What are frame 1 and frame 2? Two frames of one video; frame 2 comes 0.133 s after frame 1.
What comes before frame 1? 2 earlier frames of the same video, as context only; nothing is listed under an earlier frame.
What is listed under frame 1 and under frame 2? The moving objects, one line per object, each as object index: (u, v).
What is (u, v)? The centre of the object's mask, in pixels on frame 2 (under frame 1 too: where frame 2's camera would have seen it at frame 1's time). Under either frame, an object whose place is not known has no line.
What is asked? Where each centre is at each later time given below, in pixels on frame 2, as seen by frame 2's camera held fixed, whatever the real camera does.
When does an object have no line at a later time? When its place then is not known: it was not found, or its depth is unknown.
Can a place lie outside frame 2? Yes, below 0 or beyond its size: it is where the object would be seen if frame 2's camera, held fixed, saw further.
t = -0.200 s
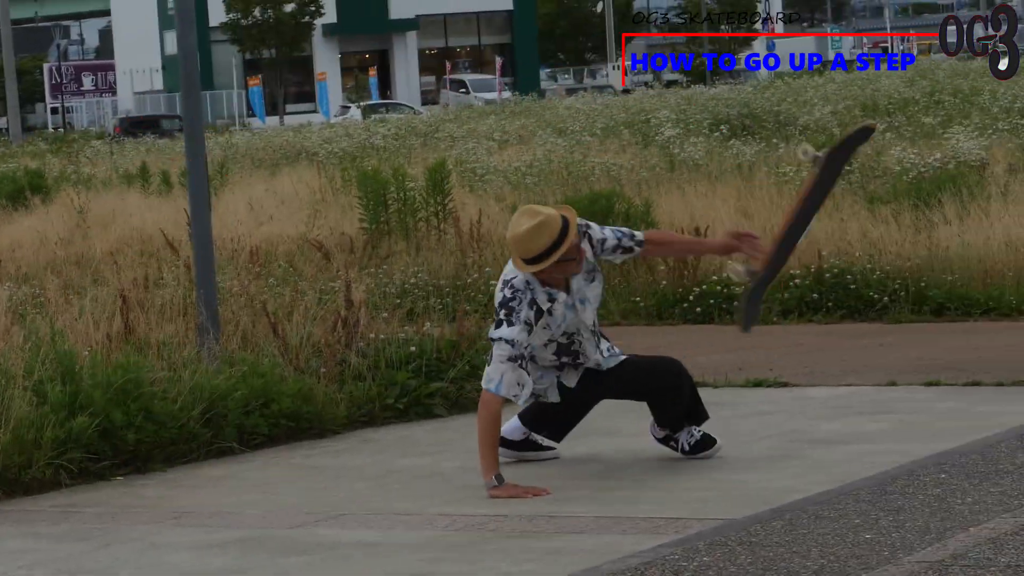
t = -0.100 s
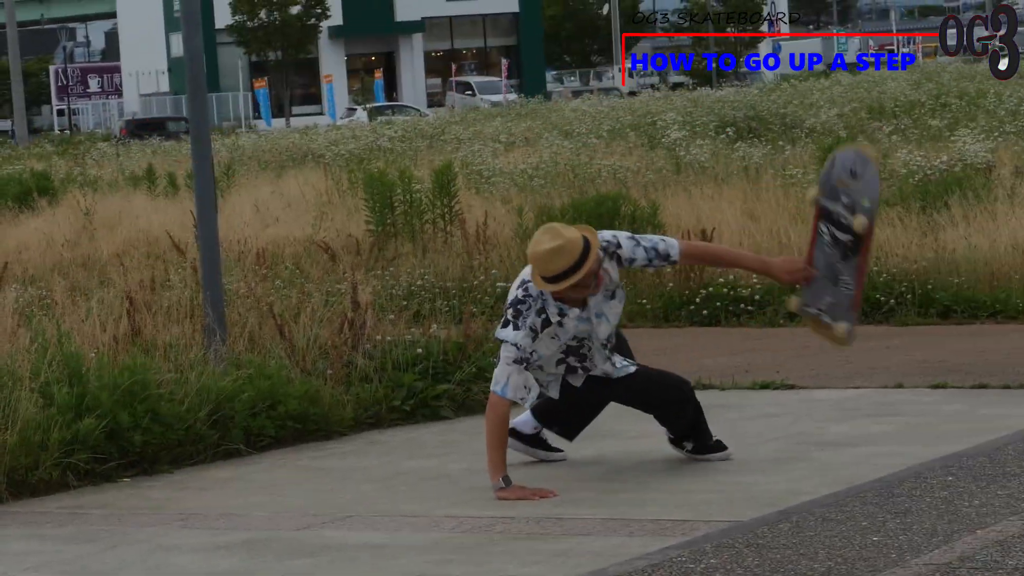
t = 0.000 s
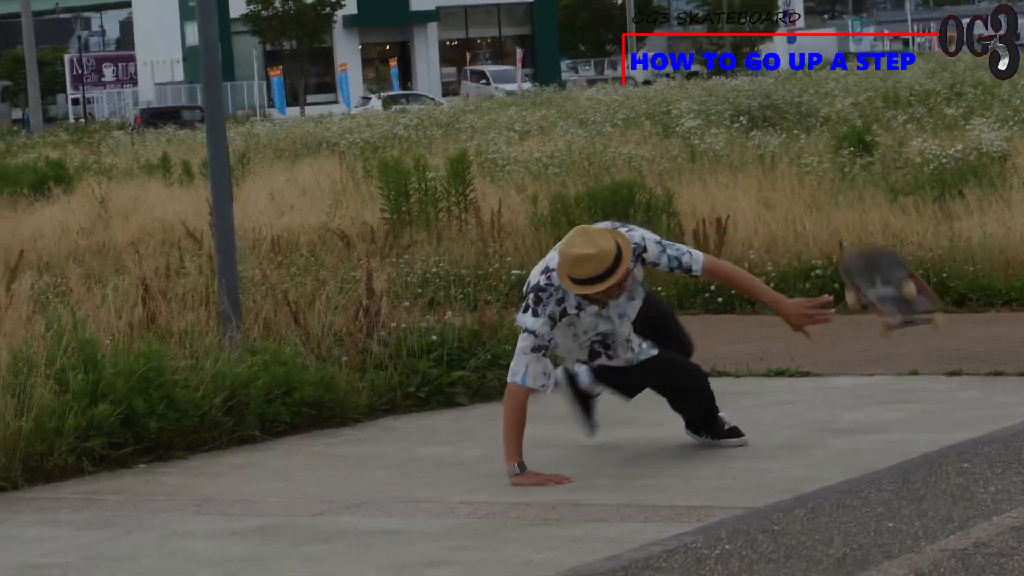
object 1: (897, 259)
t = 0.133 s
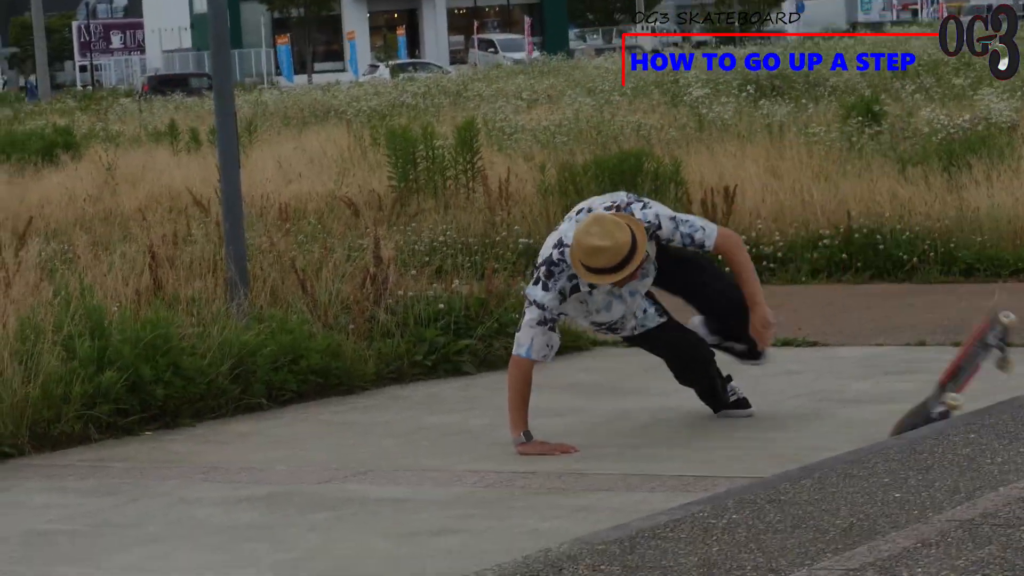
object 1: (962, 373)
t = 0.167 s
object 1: (972, 390)
